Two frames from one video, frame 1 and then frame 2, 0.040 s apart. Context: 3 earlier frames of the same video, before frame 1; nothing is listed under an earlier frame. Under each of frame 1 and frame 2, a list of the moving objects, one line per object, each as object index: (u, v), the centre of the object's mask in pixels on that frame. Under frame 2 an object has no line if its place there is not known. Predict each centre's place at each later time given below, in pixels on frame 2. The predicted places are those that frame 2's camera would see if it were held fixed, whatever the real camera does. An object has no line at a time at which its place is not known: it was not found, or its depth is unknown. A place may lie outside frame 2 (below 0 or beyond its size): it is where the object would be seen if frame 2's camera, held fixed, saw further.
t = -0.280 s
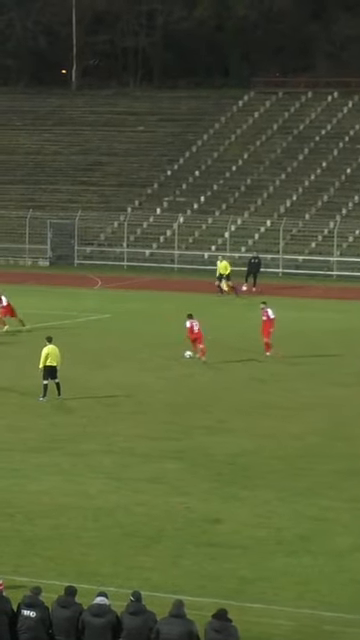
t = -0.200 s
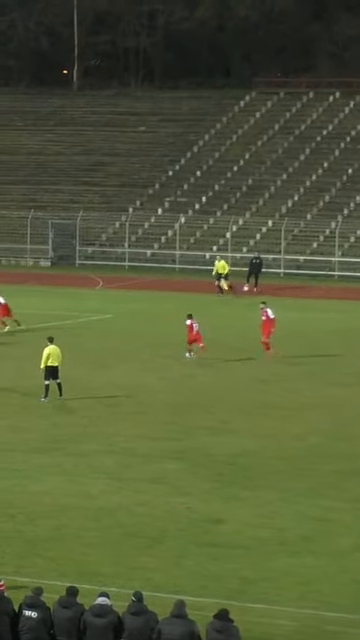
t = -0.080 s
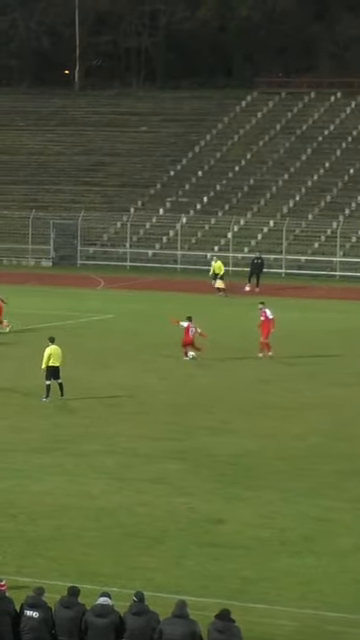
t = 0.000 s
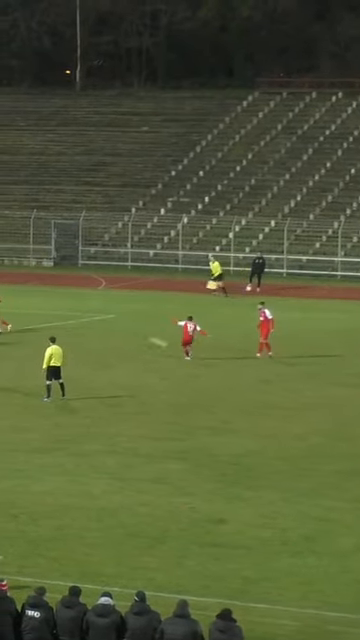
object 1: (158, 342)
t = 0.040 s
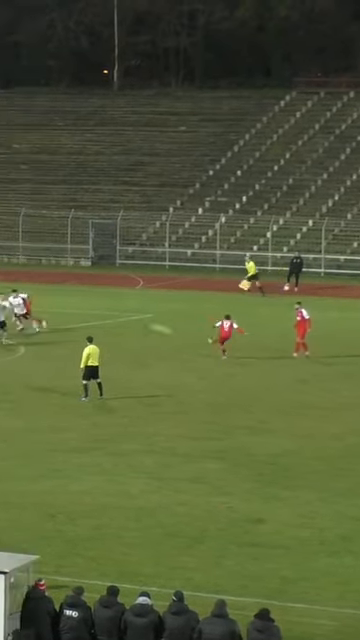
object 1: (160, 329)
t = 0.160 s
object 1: (55, 297)
